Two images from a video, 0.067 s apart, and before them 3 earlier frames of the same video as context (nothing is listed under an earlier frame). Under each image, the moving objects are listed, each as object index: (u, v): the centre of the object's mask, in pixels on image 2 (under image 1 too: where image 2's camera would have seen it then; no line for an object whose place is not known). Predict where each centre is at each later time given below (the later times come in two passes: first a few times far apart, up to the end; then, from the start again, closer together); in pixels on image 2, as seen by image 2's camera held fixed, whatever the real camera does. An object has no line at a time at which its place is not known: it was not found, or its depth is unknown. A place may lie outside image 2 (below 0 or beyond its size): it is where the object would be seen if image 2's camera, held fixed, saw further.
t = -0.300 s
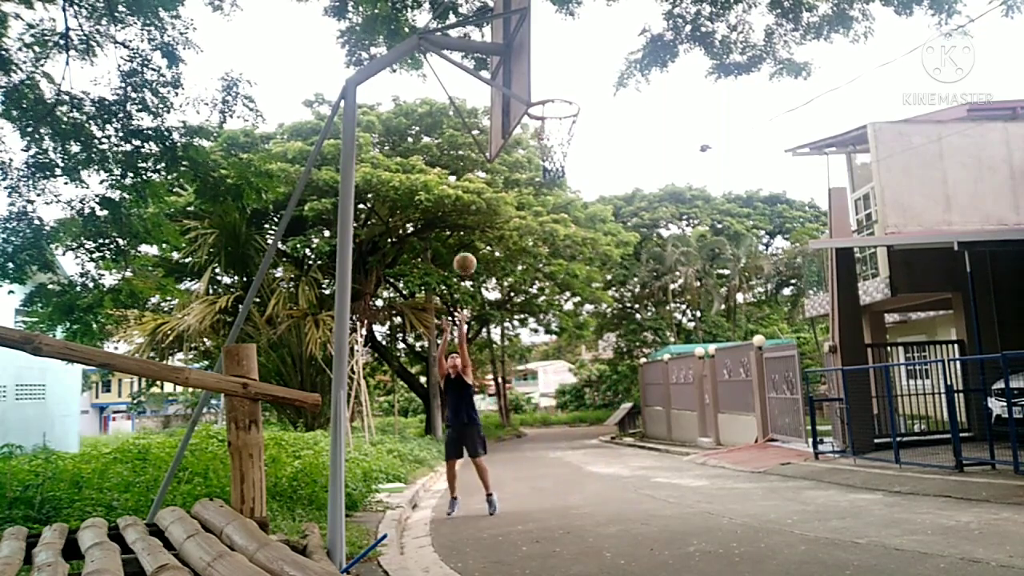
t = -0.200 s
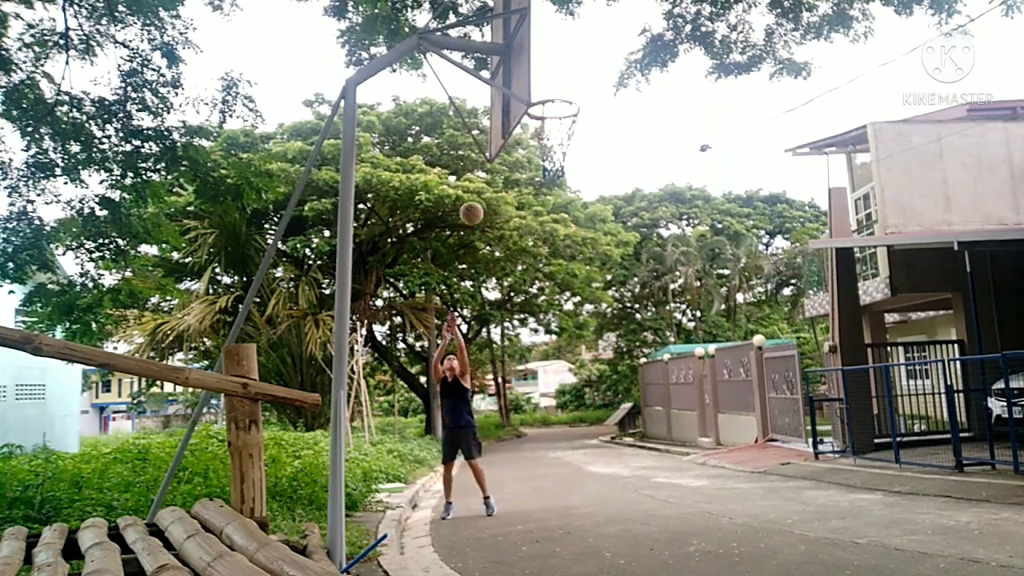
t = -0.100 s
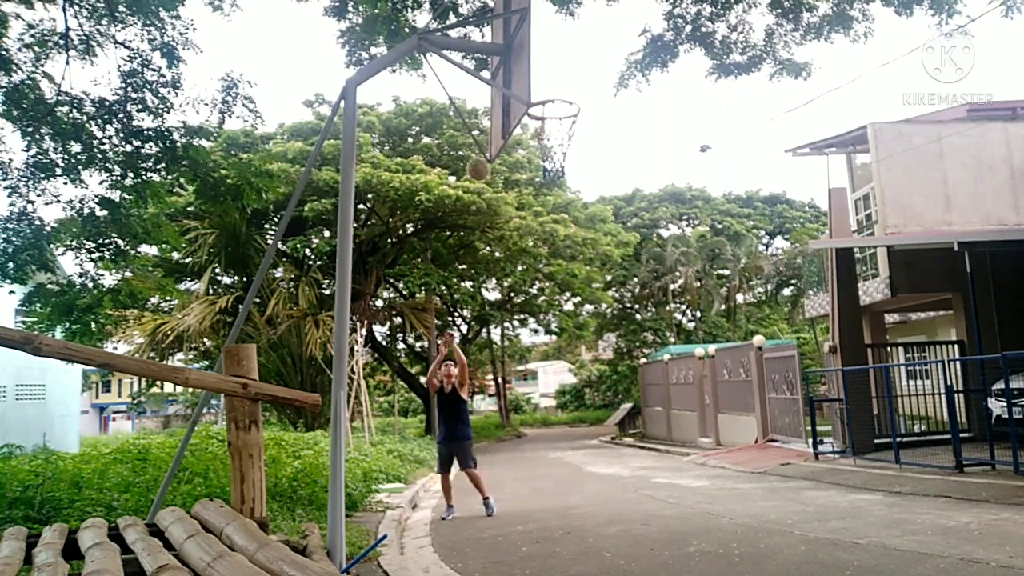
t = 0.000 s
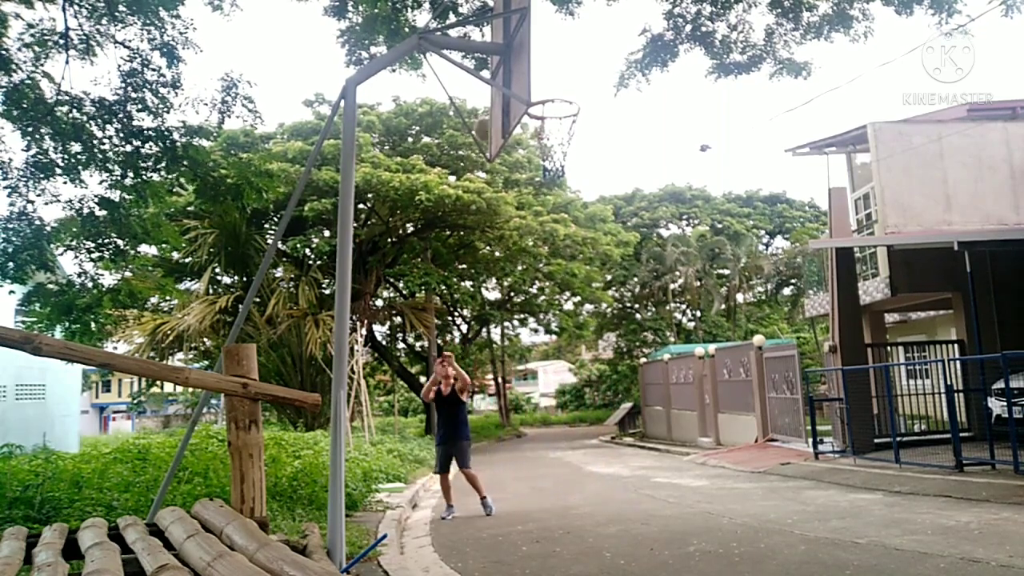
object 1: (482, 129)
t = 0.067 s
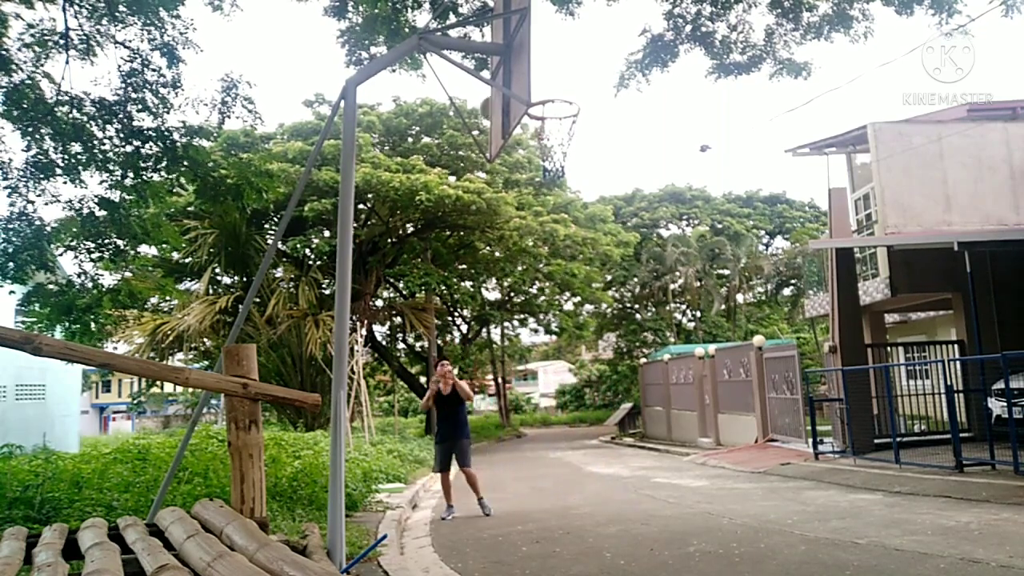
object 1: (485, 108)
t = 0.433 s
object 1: (537, 51)
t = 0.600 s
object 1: (558, 74)
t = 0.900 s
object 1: (556, 61)
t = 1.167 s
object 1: (565, 98)
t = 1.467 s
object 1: (620, 281)
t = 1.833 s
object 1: (675, 445)
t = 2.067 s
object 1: (681, 281)
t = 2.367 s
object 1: (699, 207)
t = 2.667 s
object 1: (730, 295)
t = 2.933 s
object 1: (773, 538)
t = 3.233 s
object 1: (765, 385)
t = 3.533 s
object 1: (760, 328)
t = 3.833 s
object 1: (771, 439)
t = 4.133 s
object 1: (768, 475)
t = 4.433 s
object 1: (750, 403)
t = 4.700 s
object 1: (746, 472)
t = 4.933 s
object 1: (739, 505)
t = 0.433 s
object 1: (537, 51)
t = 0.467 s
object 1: (539, 53)
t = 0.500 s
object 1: (542, 56)
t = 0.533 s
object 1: (546, 60)
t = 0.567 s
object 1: (552, 66)
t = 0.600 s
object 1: (558, 74)
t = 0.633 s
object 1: (564, 84)
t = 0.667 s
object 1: (570, 95)
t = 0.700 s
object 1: (572, 96)
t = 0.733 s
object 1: (570, 88)
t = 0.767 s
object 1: (567, 80)
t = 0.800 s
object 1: (564, 73)
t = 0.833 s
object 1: (561, 68)
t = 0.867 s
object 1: (559, 64)
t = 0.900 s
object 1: (556, 61)
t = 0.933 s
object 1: (554, 60)
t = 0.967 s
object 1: (552, 61)
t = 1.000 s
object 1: (549, 64)
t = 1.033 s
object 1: (547, 68)
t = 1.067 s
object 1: (549, 73)
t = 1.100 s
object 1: (555, 80)
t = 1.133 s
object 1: (560, 88)
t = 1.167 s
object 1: (565, 98)
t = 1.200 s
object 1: (570, 110)
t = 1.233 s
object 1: (576, 124)
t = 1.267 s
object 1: (582, 140)
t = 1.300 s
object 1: (588, 158)
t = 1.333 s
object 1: (594, 178)
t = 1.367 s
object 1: (601, 202)
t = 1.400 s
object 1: (607, 225)
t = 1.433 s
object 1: (613, 252)
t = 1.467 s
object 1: (620, 281)
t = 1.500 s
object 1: (627, 313)
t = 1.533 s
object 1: (634, 347)
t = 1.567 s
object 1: (641, 384)
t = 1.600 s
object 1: (649, 424)
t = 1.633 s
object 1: (657, 468)
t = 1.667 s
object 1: (664, 516)
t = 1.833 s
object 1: (675, 445)
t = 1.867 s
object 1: (677, 416)
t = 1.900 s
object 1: (677, 389)
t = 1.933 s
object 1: (677, 364)
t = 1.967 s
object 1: (678, 340)
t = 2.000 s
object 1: (679, 319)
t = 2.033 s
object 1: (680, 299)
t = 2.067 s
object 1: (681, 281)
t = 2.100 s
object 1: (683, 265)
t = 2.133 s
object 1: (684, 252)
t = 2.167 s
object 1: (687, 240)
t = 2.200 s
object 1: (688, 229)
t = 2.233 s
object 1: (690, 222)
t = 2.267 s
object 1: (692, 215)
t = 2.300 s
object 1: (694, 210)
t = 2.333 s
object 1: (697, 208)
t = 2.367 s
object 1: (699, 207)
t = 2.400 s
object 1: (702, 209)
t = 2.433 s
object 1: (705, 212)
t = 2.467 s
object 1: (708, 217)
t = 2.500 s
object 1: (712, 225)
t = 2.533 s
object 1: (715, 235)
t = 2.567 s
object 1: (719, 246)
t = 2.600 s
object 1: (723, 260)
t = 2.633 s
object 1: (727, 277)
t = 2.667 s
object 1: (730, 295)
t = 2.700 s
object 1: (735, 315)
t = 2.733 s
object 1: (740, 339)
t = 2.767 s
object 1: (746, 366)
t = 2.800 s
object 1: (751, 393)
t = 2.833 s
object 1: (755, 425)
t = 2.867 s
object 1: (761, 460)
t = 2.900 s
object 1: (766, 497)
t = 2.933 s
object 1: (773, 538)
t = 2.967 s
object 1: (778, 566)
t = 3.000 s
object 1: (778, 553)
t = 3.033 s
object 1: (775, 523)
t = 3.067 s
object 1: (773, 493)
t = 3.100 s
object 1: (771, 467)
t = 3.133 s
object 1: (770, 443)
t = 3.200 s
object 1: (766, 402)
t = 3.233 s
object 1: (765, 385)
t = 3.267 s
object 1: (764, 370)
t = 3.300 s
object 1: (763, 358)
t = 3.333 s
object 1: (762, 347)
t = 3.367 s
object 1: (761, 339)
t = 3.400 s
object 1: (761, 332)
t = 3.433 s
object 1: (760, 328)
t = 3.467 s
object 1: (760, 326)
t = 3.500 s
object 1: (760, 326)
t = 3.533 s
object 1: (760, 328)
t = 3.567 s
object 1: (761, 332)
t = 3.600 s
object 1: (761, 338)
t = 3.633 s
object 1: (763, 346)
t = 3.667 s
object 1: (763, 356)
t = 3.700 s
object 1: (764, 368)
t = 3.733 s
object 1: (765, 382)
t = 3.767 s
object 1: (767, 399)
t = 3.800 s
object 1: (769, 418)
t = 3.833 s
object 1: (771, 439)
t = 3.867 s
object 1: (772, 463)
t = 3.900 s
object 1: (775, 489)
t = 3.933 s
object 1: (777, 518)
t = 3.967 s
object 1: (780, 547)
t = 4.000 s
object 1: (780, 559)
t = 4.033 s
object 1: (778, 538)
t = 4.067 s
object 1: (773, 515)
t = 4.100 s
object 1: (770, 494)
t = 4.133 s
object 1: (768, 475)
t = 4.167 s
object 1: (765, 458)
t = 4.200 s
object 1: (763, 445)
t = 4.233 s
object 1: (761, 432)
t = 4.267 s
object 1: (758, 422)
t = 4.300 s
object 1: (757, 415)
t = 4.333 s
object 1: (755, 409)
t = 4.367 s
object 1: (753, 405)
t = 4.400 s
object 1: (752, 403)
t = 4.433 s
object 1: (750, 403)
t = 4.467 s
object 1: (749, 405)
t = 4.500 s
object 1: (748, 408)
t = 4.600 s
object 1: (747, 432)
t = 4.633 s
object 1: (747, 443)
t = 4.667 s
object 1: (746, 456)
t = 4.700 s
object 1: (746, 472)
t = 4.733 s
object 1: (747, 490)
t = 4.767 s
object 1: (747, 509)
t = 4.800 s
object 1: (748, 530)
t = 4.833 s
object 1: (749, 554)
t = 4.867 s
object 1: (746, 538)
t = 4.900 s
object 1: (742, 520)
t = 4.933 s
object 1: (739, 505)
